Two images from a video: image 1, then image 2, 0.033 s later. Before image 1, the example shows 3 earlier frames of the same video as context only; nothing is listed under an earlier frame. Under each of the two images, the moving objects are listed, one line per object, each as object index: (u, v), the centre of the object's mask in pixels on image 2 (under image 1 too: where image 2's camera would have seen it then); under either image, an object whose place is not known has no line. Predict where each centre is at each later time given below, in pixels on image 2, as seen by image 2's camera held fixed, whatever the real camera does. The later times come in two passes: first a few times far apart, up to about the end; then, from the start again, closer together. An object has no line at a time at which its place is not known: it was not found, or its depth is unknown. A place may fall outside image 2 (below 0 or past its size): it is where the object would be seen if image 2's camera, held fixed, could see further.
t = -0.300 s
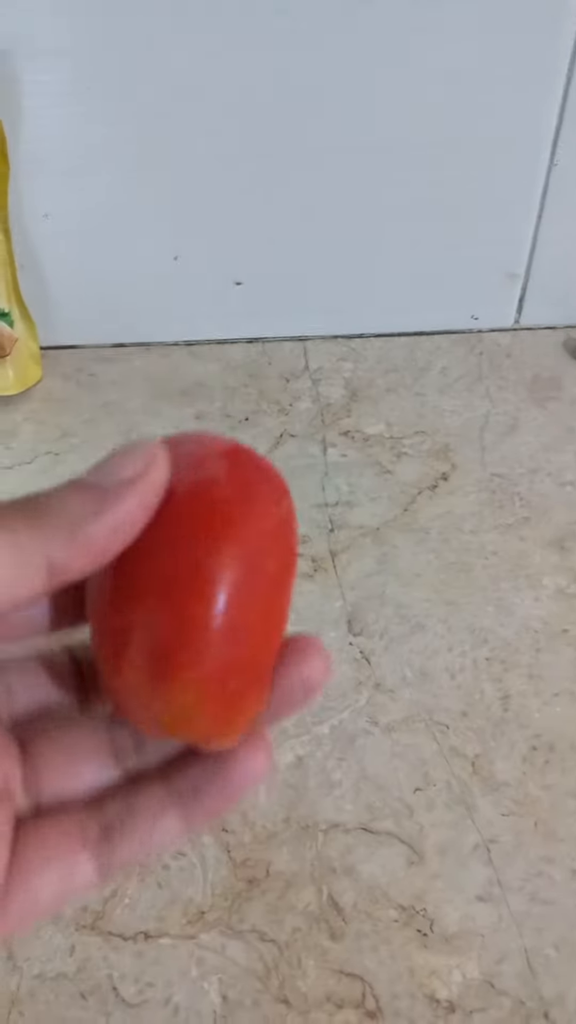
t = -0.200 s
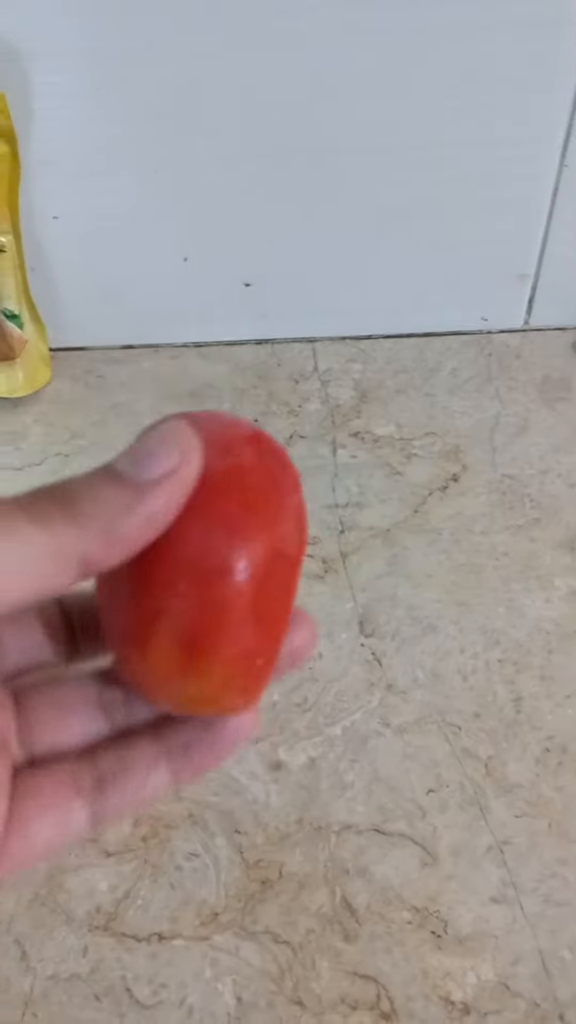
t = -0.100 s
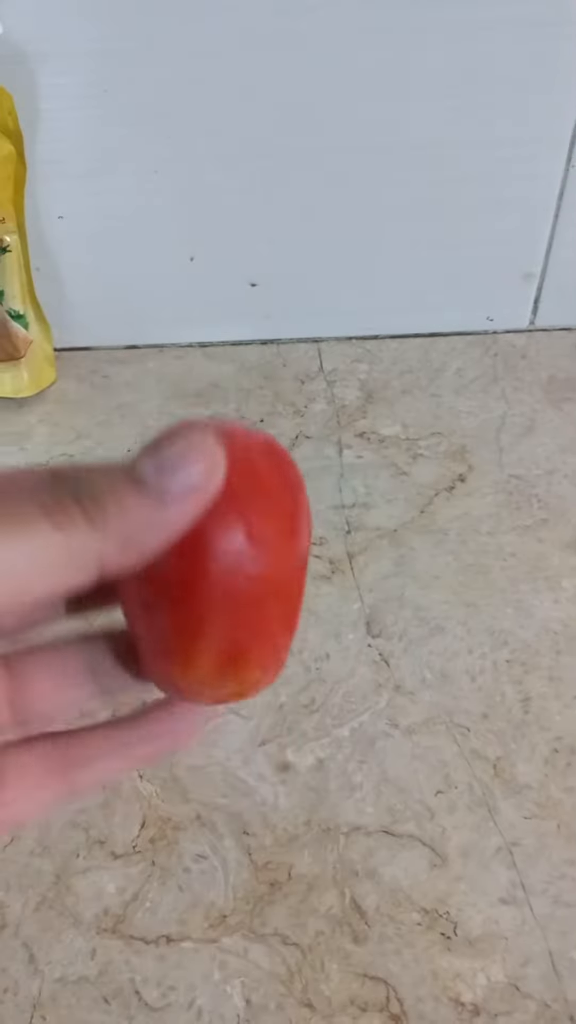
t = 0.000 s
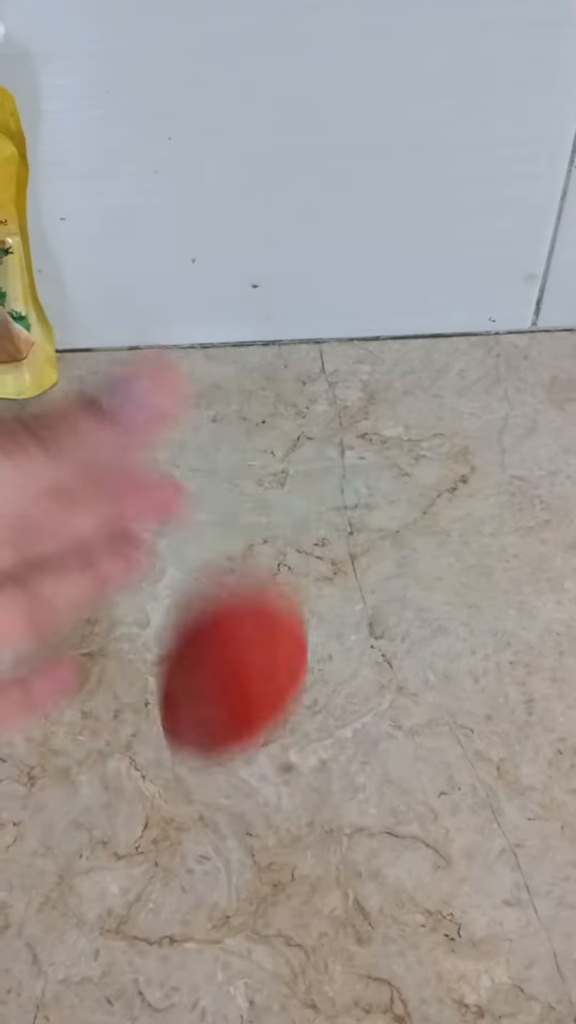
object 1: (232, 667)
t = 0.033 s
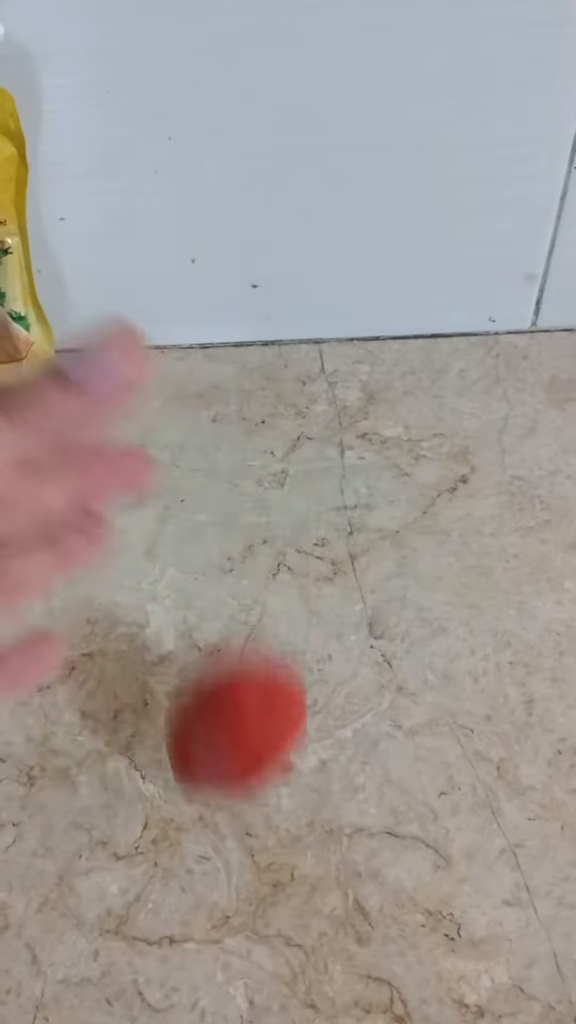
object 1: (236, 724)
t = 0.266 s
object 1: (251, 720)
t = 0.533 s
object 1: (280, 702)
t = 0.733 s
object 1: (300, 677)
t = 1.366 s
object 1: (286, 674)
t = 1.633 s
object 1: (286, 675)
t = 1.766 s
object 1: (286, 675)
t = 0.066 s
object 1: (236, 760)
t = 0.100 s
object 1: (238, 754)
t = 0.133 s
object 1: (239, 741)
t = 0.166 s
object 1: (243, 737)
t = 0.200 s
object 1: (245, 719)
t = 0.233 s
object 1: (248, 717)
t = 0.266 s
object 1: (251, 720)
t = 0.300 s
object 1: (254, 718)
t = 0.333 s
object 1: (258, 712)
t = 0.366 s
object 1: (263, 717)
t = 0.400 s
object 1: (267, 718)
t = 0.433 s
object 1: (270, 710)
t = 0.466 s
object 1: (271, 705)
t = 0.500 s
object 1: (274, 703)
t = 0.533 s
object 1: (280, 702)
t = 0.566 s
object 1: (290, 697)
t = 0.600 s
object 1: (299, 691)
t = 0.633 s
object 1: (305, 686)
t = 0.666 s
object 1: (307, 682)
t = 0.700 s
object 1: (307, 680)
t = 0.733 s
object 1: (300, 677)
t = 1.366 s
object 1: (286, 674)
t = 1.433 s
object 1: (286, 676)
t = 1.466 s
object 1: (286, 676)
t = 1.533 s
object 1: (286, 675)
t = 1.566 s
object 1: (286, 675)
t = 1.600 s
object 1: (286, 675)
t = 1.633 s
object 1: (286, 675)
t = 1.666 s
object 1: (286, 675)
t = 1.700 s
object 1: (286, 675)
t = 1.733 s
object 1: (286, 675)
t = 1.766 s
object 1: (286, 675)
